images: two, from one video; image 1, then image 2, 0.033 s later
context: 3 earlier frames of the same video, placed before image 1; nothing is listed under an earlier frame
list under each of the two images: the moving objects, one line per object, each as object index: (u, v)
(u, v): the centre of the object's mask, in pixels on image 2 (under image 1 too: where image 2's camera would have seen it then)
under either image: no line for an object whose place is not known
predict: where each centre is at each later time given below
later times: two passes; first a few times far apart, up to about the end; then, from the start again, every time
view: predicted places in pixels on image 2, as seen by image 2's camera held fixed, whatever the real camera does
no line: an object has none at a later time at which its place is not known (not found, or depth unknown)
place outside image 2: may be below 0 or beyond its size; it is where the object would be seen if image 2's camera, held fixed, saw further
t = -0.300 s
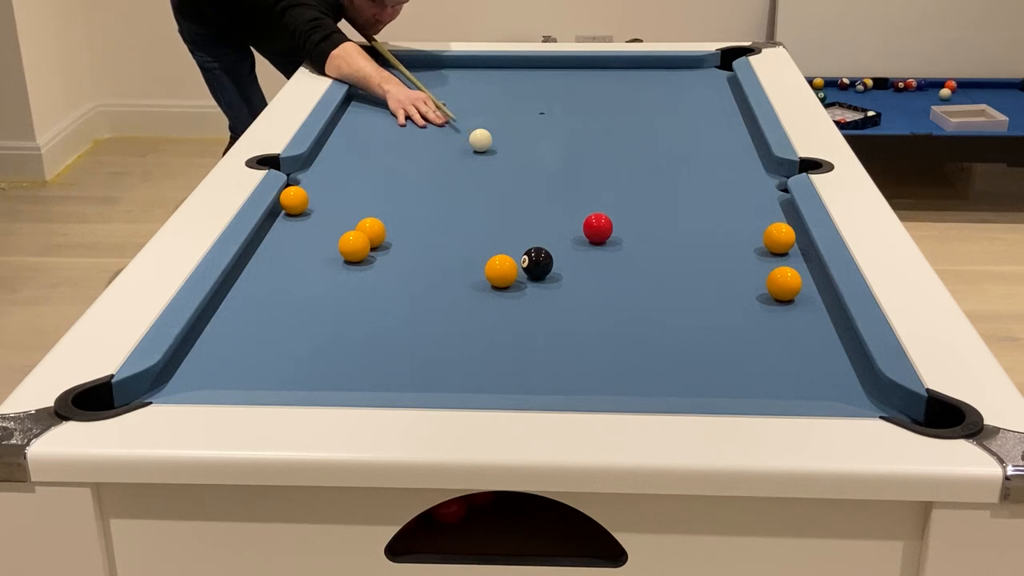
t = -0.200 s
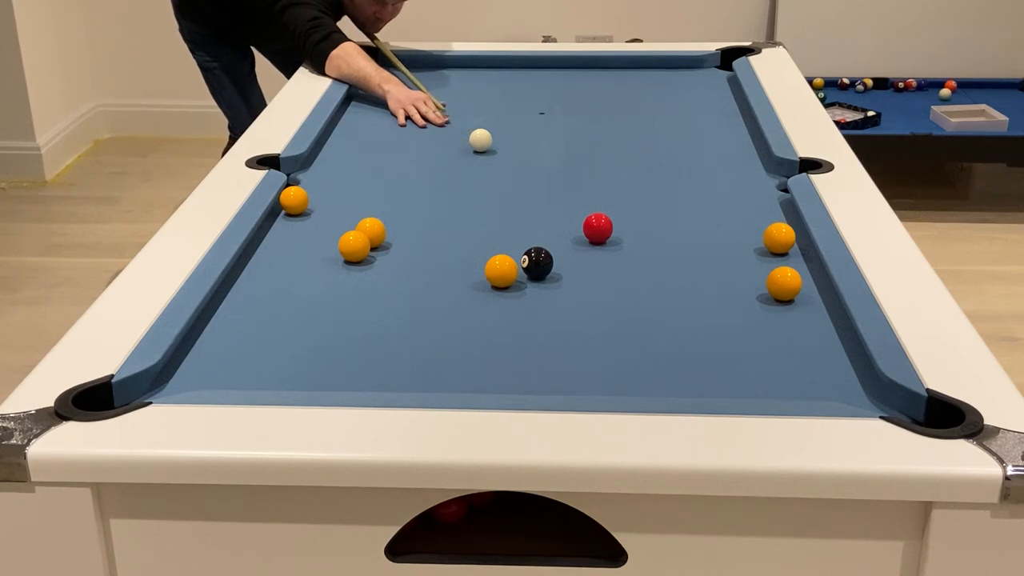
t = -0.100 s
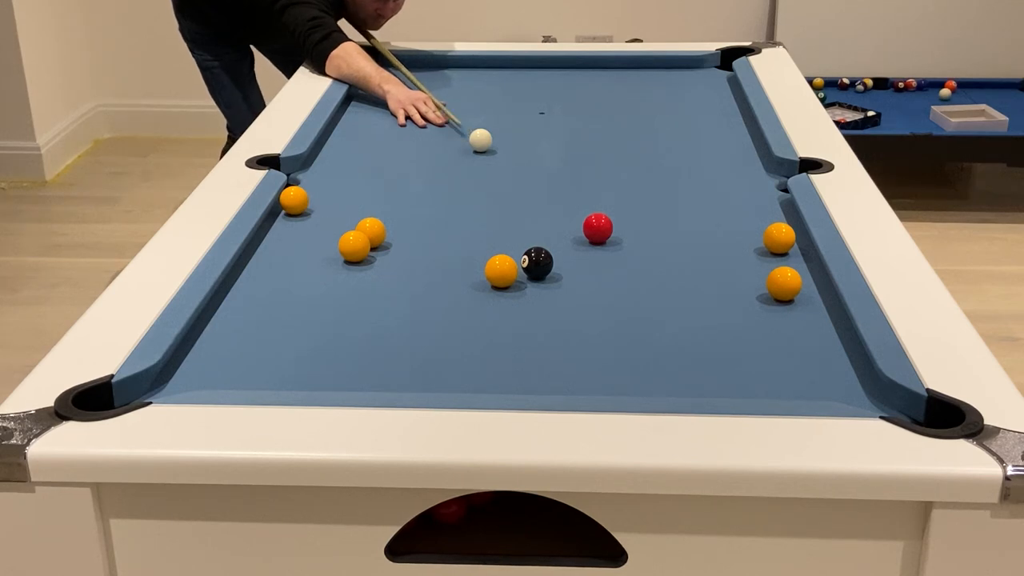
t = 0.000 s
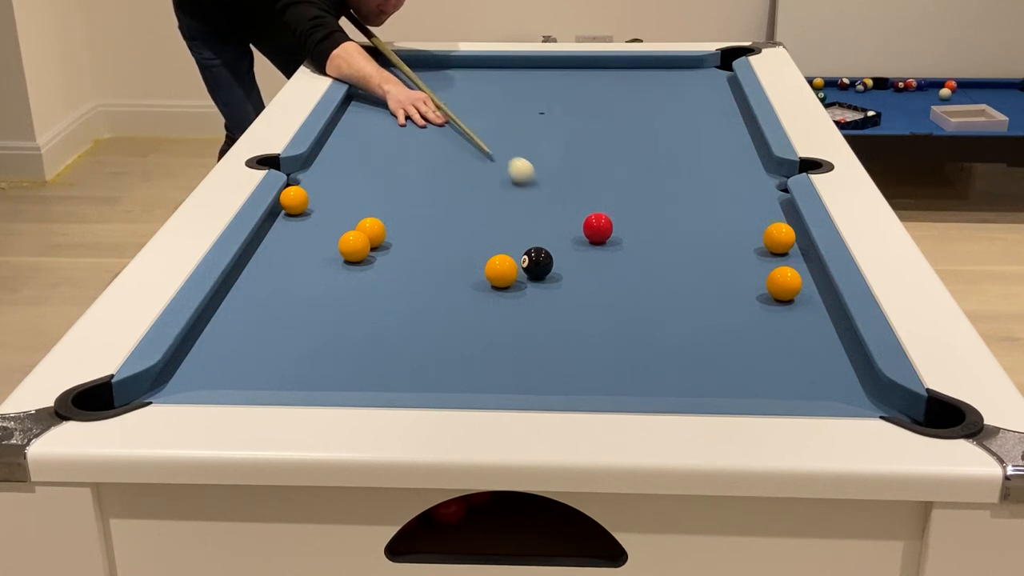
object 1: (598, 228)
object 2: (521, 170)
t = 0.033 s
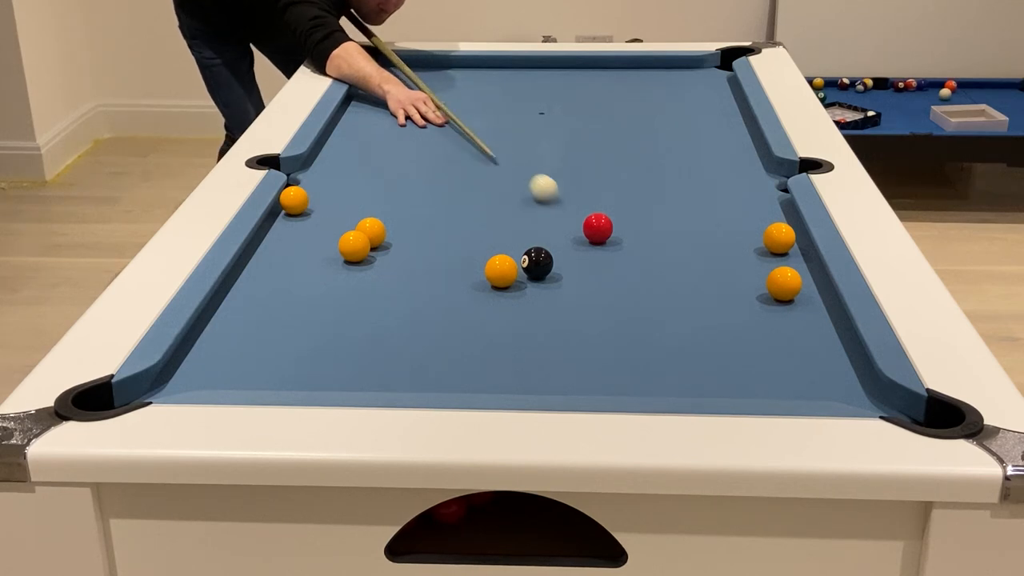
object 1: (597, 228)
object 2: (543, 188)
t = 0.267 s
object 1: (762, 338)
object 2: (566, 215)
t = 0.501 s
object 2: (544, 210)
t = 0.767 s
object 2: (524, 205)
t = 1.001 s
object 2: (511, 202)
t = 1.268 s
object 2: (499, 200)
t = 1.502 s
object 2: (493, 199)
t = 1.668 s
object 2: (491, 199)
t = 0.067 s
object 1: (598, 228)
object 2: (568, 206)
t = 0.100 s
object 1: (608, 234)
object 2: (583, 218)
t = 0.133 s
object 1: (635, 253)
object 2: (579, 218)
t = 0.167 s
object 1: (664, 272)
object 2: (576, 217)
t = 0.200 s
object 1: (695, 293)
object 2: (572, 216)
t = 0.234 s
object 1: (728, 315)
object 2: (569, 215)
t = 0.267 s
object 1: (762, 338)
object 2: (566, 215)
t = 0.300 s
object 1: (799, 363)
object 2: (562, 214)
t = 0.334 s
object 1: (837, 385)
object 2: (559, 213)
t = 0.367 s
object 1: (883, 402)
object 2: (556, 212)
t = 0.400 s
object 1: (919, 413)
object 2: (553, 212)
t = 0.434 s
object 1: (929, 423)
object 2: (550, 211)
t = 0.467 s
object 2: (547, 210)
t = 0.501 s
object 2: (544, 210)
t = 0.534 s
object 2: (541, 209)
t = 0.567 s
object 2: (539, 208)
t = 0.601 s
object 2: (536, 208)
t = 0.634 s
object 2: (534, 207)
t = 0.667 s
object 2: (531, 207)
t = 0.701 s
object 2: (529, 206)
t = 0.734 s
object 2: (526, 206)
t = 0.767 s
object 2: (524, 205)
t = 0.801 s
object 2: (522, 205)
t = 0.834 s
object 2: (520, 204)
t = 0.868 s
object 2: (518, 204)
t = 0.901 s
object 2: (516, 203)
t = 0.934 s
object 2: (514, 203)
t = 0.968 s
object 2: (513, 203)
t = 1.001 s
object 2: (511, 202)
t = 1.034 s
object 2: (509, 202)
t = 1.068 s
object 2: (508, 201)
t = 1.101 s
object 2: (506, 201)
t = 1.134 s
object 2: (505, 201)
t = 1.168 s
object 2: (503, 200)
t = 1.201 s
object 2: (502, 200)
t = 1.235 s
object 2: (500, 200)
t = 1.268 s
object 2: (499, 200)
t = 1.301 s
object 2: (498, 200)
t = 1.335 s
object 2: (497, 199)
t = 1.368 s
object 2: (496, 199)
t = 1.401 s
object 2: (495, 199)
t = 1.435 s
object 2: (495, 199)
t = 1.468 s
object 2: (494, 199)
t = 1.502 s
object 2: (493, 199)
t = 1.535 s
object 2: (492, 199)
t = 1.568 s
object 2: (492, 199)
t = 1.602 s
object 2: (492, 199)
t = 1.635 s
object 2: (491, 199)
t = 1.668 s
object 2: (491, 199)
